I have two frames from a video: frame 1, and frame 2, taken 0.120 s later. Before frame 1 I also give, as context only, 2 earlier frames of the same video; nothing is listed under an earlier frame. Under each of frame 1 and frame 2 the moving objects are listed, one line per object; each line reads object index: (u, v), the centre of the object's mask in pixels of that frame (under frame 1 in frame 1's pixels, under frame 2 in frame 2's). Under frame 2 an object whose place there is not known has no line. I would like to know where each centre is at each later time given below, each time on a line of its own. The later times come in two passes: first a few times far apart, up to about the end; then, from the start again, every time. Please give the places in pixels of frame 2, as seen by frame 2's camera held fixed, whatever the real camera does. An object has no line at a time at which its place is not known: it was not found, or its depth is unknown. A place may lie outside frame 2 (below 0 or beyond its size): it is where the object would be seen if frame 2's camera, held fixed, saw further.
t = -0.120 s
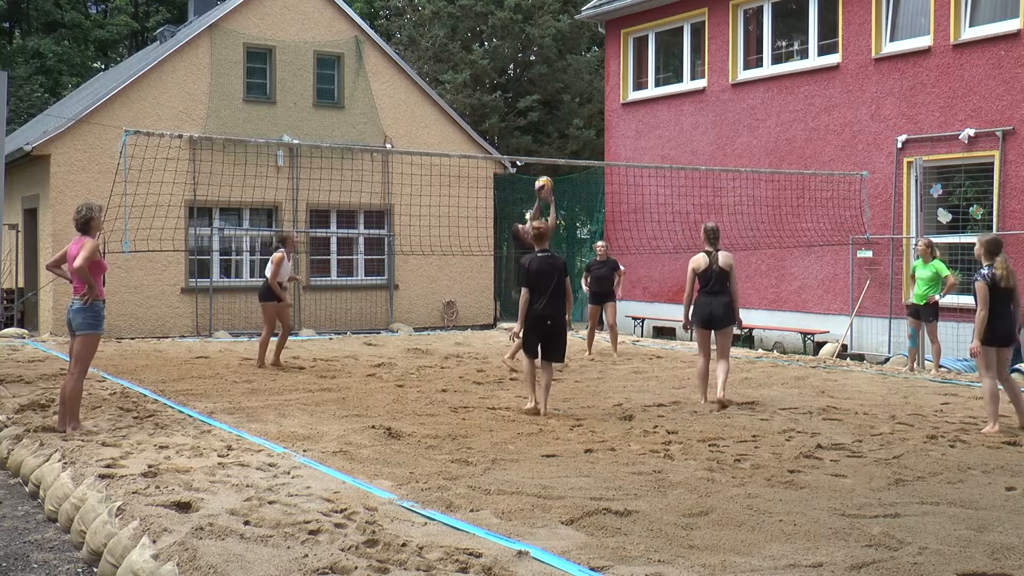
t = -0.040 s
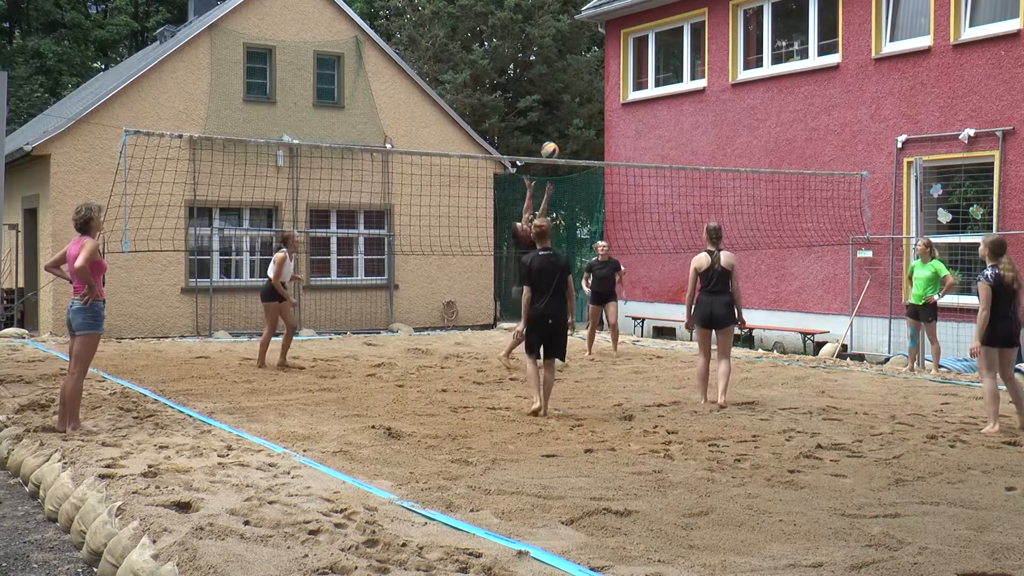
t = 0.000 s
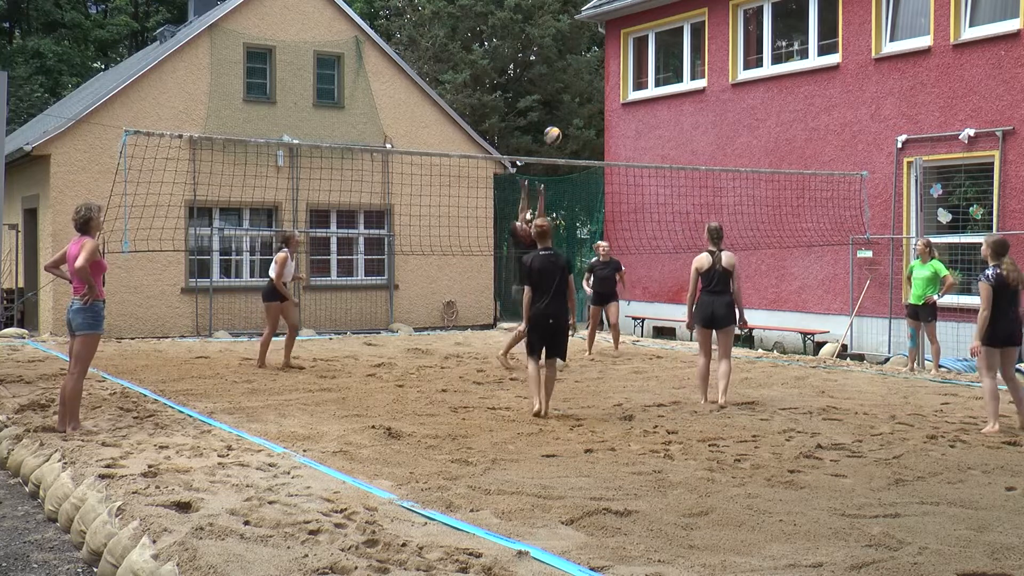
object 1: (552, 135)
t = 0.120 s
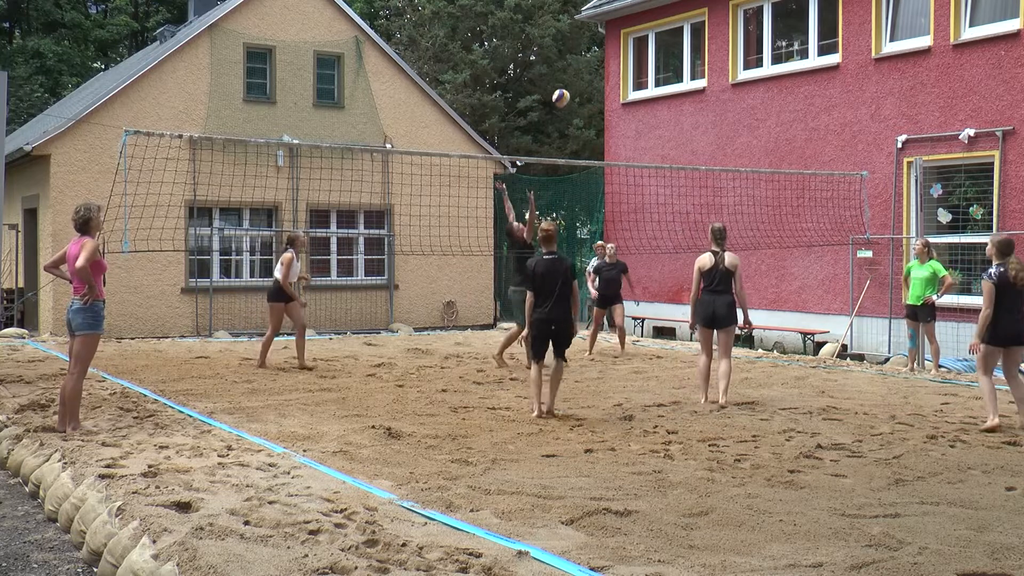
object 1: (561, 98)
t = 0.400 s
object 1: (580, 56)
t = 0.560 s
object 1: (591, 61)
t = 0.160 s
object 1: (564, 88)
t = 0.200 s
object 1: (567, 80)
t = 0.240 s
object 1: (569, 73)
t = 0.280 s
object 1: (572, 67)
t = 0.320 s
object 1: (574, 62)
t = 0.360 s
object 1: (577, 59)
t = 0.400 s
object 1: (580, 56)
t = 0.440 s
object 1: (583, 55)
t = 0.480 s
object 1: (586, 56)
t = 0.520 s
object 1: (589, 58)
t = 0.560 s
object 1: (591, 61)
